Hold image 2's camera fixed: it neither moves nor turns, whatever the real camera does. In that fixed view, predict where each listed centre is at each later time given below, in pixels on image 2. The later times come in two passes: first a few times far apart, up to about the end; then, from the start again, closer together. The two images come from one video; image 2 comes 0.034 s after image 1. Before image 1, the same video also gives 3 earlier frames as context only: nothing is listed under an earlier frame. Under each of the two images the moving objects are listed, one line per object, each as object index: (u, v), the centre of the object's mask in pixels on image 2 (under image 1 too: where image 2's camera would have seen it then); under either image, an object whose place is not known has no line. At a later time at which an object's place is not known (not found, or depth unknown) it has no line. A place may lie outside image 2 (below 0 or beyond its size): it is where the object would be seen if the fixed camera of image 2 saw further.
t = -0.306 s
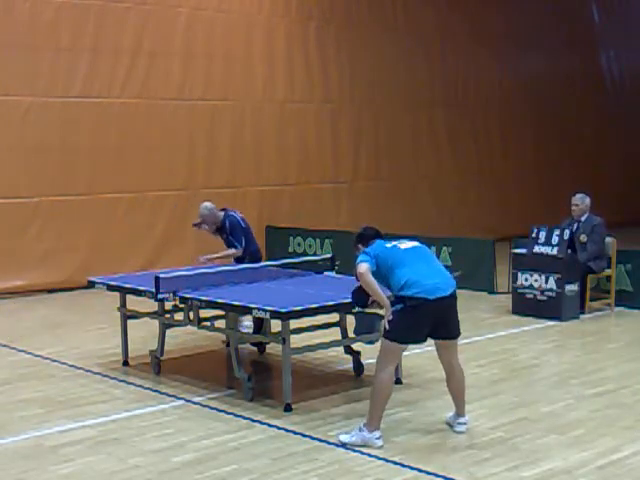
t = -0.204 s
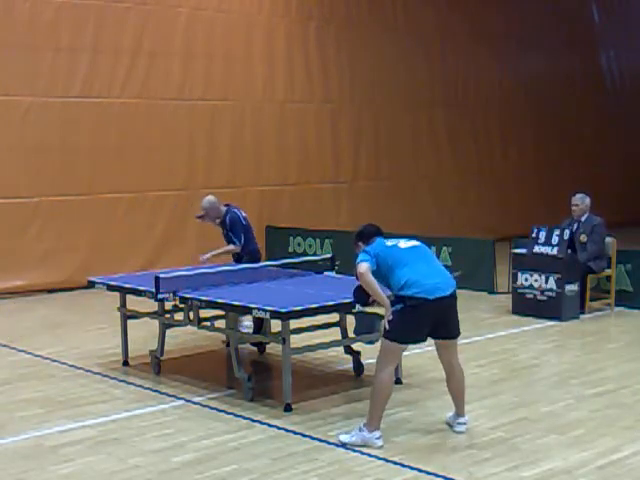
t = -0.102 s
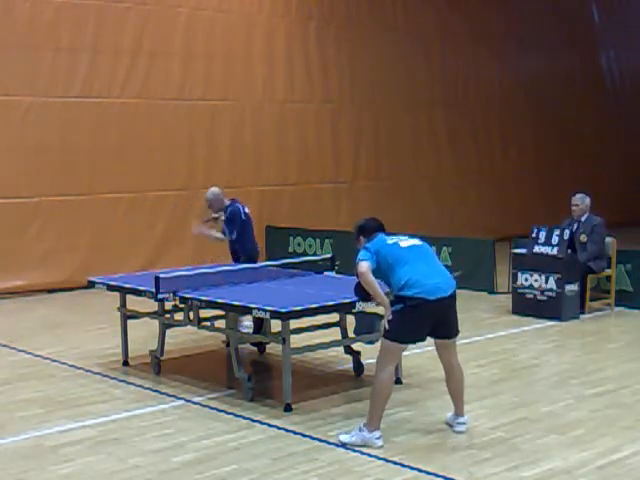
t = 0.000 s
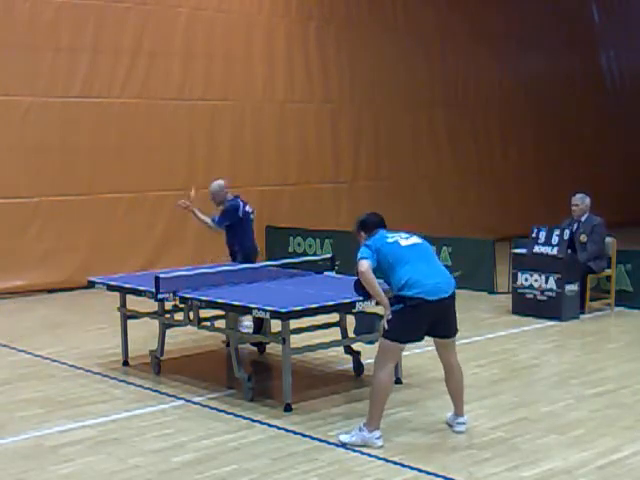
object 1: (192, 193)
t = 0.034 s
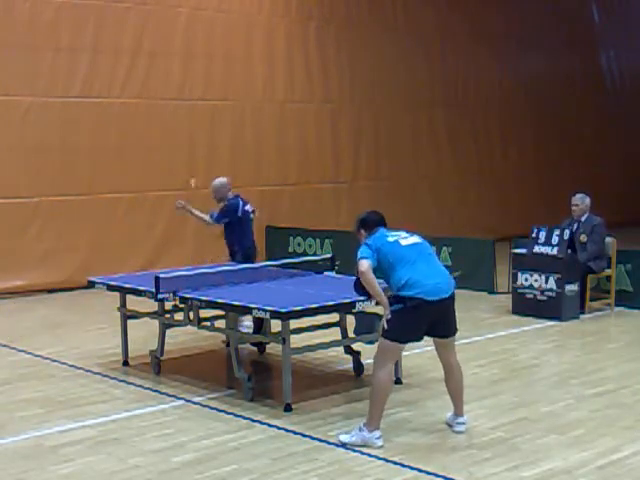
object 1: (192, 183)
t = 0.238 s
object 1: (195, 155)
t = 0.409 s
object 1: (196, 161)
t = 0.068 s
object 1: (192, 174)
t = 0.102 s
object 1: (193, 168)
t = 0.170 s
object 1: (193, 159)
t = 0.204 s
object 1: (193, 155)
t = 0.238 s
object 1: (195, 155)
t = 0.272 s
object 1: (195, 154)
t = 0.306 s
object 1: (195, 154)
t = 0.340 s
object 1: (196, 156)
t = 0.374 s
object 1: (195, 157)
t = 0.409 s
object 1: (196, 161)
